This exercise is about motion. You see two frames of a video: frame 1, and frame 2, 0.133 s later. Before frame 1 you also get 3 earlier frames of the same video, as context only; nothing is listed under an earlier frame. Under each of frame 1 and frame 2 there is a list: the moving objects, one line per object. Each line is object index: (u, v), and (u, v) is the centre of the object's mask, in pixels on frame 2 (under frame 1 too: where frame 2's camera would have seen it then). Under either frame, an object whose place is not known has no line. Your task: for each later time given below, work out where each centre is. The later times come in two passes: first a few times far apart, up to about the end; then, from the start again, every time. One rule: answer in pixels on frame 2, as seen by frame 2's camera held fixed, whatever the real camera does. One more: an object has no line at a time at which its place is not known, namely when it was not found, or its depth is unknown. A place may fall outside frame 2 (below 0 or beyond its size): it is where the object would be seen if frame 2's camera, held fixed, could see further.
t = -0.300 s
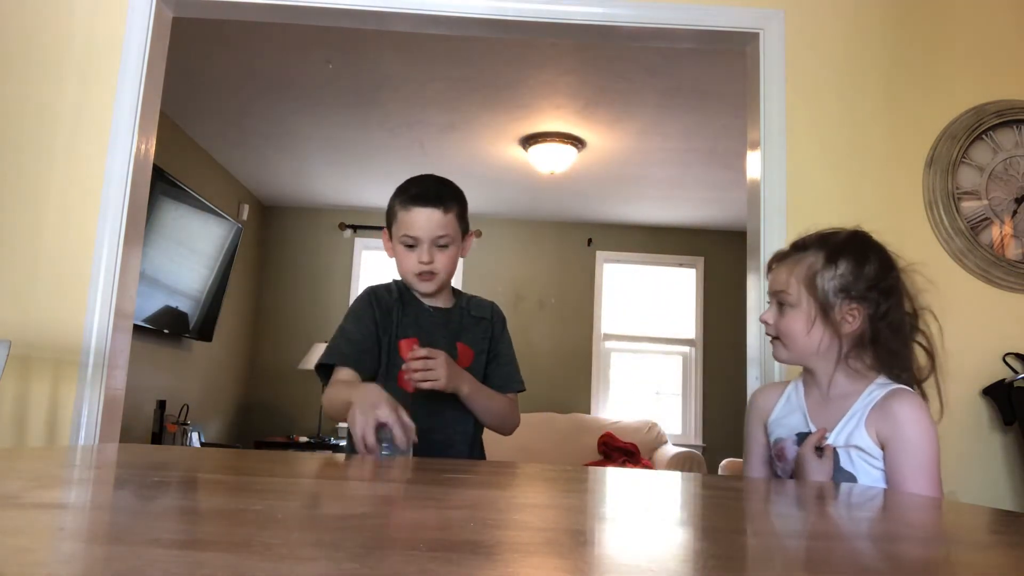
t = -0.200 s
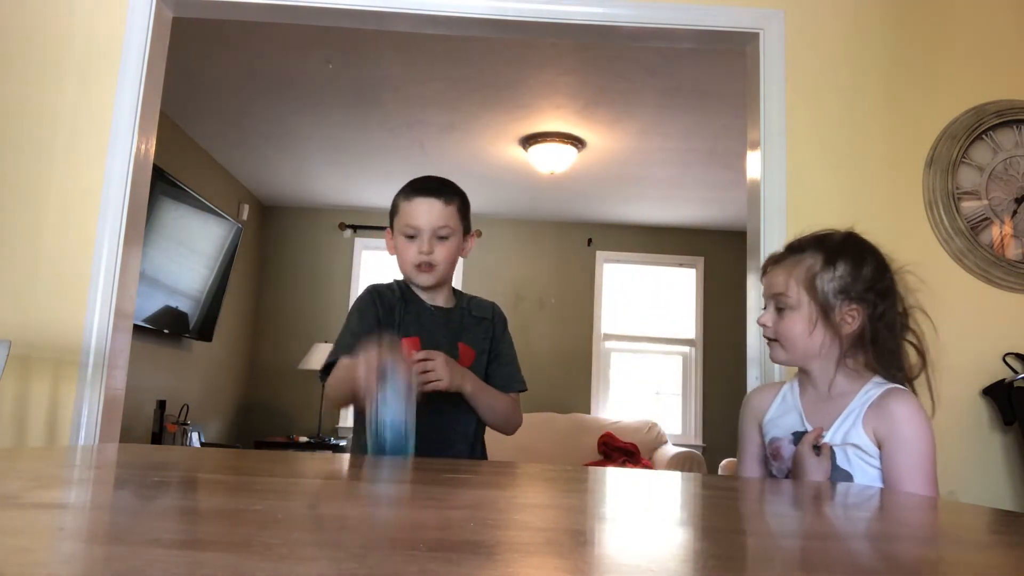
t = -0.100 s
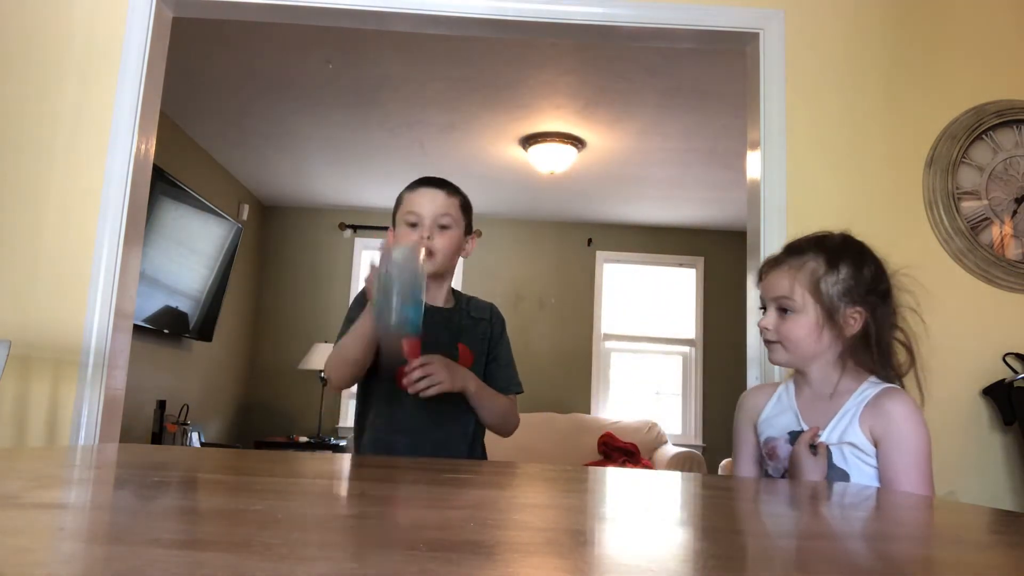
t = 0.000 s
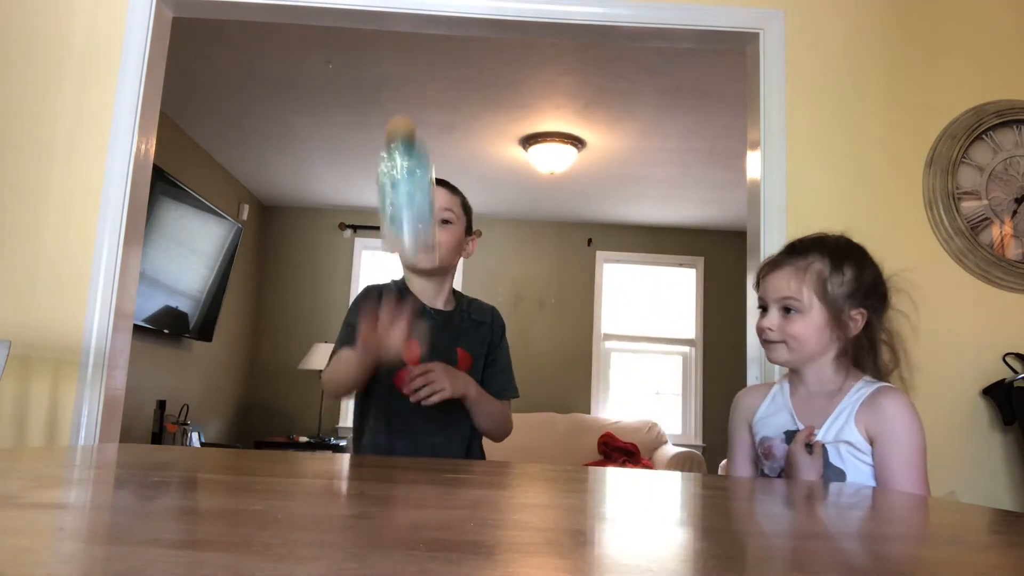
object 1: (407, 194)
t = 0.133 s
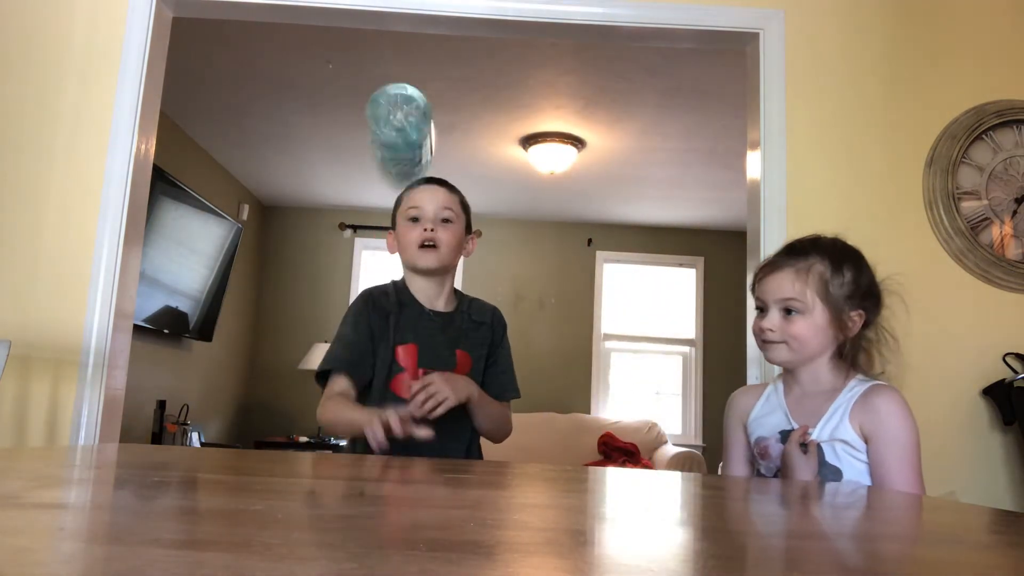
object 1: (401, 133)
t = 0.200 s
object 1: (397, 168)
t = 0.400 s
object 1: (383, 372)
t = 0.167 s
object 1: (399, 145)
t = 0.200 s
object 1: (397, 168)
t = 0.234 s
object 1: (393, 214)
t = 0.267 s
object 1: (386, 274)
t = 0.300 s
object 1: (381, 337)
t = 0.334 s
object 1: (381, 368)
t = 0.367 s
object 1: (382, 371)
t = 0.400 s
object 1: (383, 372)
